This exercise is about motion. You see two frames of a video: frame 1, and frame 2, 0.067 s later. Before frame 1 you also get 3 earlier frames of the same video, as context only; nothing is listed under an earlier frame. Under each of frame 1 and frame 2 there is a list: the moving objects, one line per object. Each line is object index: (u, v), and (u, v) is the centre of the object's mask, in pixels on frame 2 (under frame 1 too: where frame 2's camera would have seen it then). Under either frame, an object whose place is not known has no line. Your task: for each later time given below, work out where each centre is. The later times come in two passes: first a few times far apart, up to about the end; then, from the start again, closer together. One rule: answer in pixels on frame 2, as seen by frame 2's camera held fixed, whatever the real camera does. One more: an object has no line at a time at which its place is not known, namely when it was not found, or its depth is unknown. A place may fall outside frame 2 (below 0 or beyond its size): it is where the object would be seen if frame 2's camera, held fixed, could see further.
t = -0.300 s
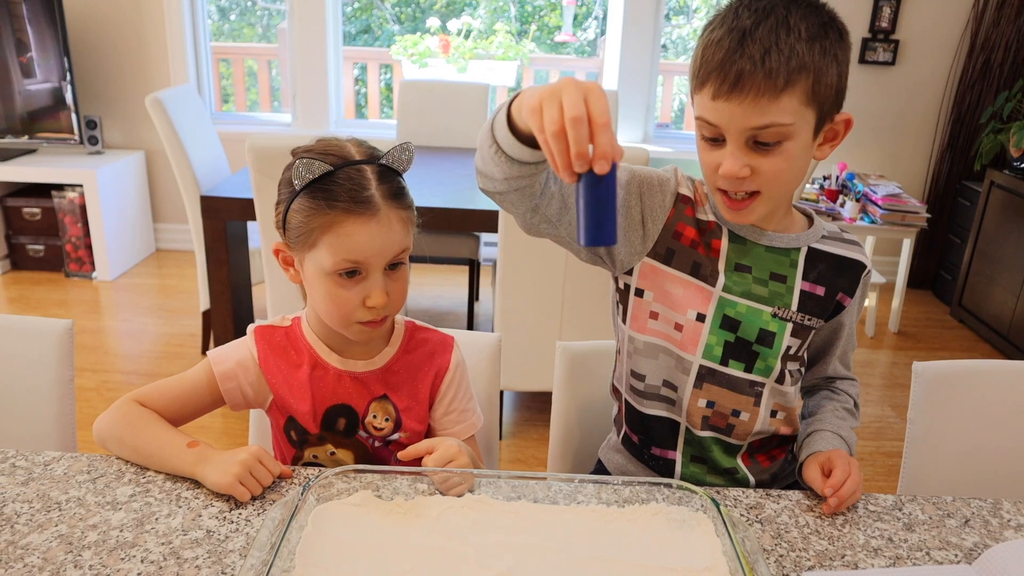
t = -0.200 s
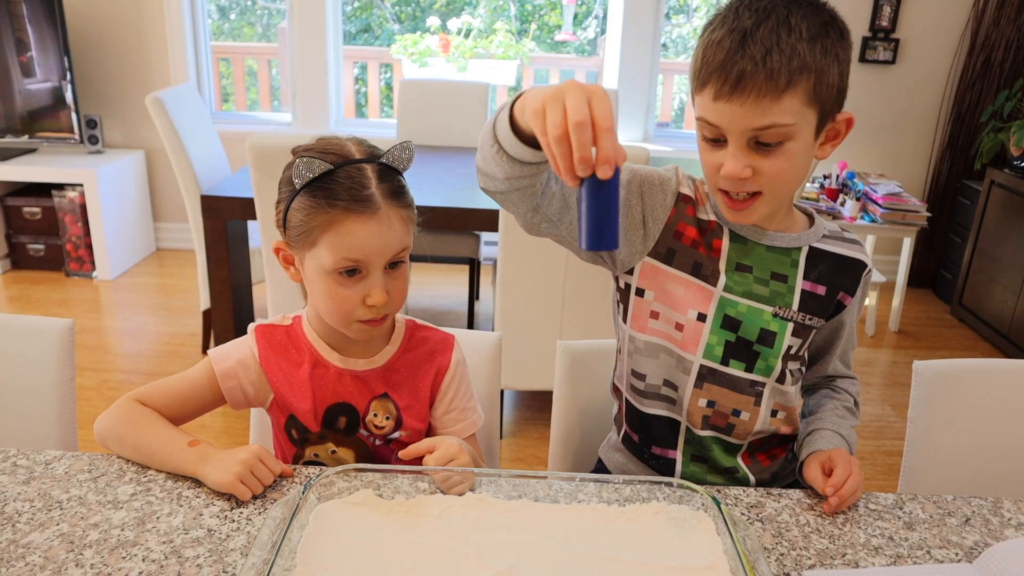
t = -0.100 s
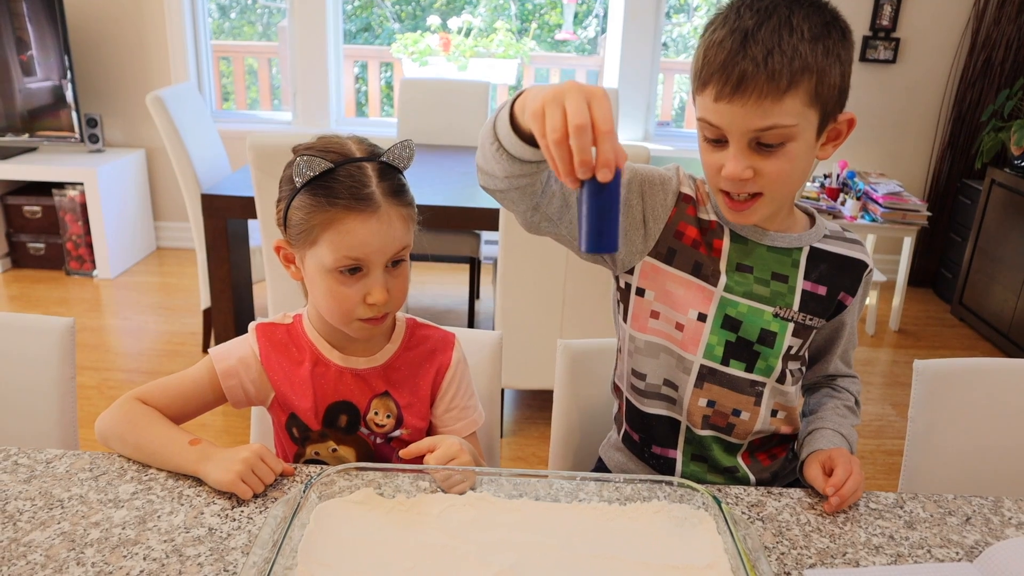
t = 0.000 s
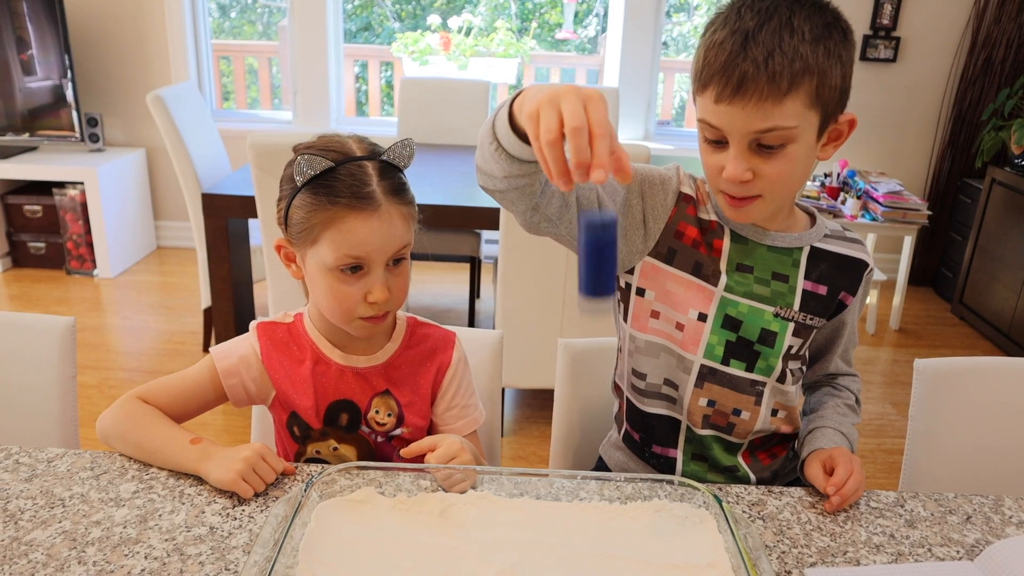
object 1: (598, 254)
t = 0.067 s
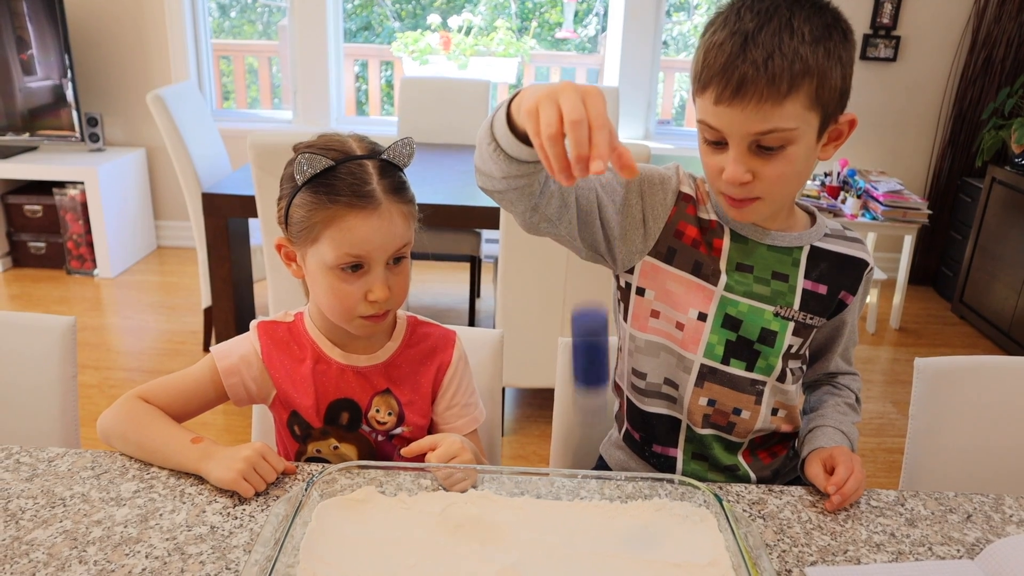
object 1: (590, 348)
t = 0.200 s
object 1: (575, 542)
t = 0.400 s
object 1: (574, 543)
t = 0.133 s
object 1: (579, 477)
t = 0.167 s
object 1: (574, 543)
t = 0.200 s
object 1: (575, 542)
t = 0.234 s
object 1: (574, 543)
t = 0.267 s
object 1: (574, 543)
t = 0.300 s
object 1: (574, 543)
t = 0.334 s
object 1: (574, 543)
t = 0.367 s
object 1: (574, 543)
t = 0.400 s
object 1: (574, 543)
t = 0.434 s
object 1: (574, 543)
